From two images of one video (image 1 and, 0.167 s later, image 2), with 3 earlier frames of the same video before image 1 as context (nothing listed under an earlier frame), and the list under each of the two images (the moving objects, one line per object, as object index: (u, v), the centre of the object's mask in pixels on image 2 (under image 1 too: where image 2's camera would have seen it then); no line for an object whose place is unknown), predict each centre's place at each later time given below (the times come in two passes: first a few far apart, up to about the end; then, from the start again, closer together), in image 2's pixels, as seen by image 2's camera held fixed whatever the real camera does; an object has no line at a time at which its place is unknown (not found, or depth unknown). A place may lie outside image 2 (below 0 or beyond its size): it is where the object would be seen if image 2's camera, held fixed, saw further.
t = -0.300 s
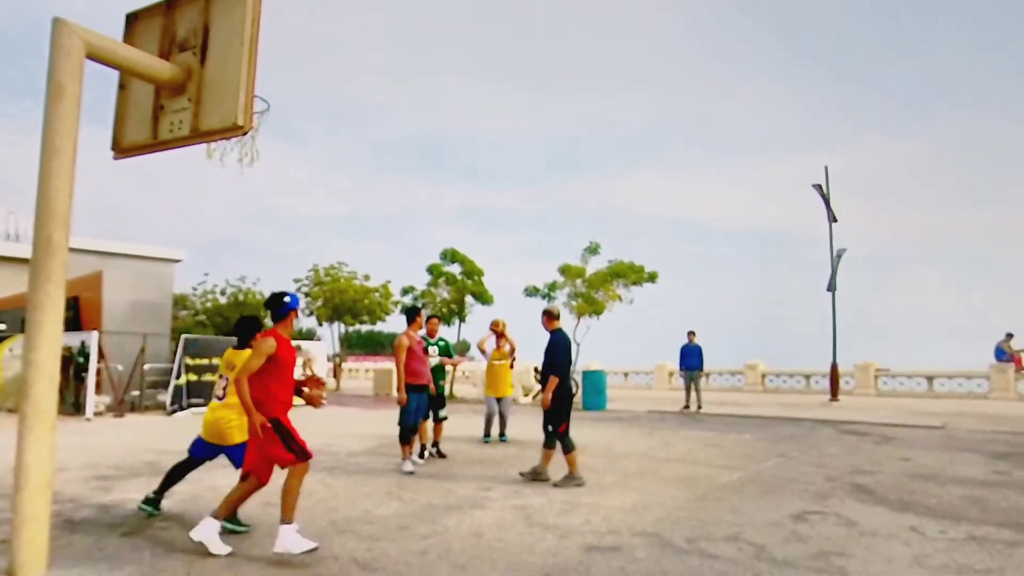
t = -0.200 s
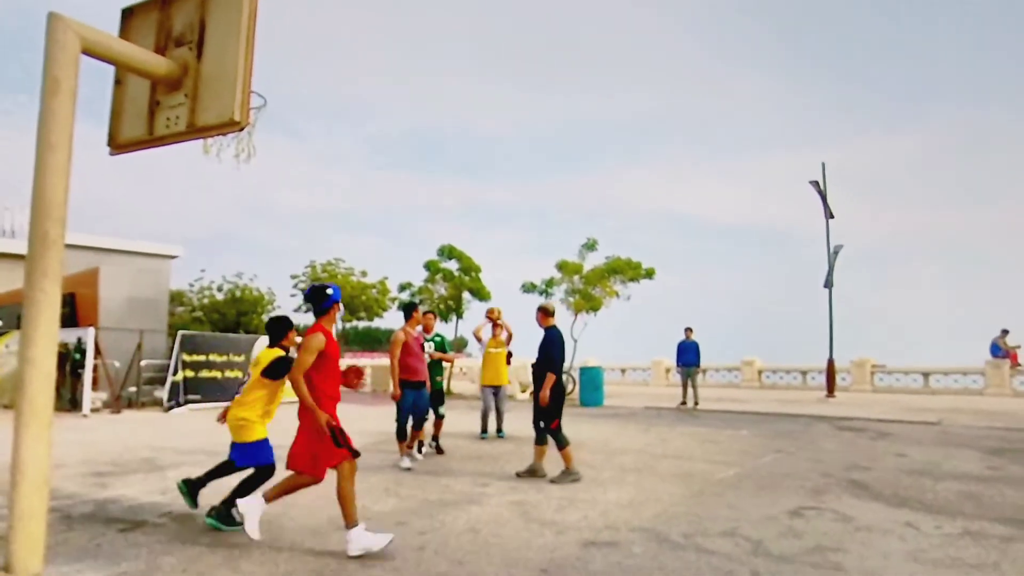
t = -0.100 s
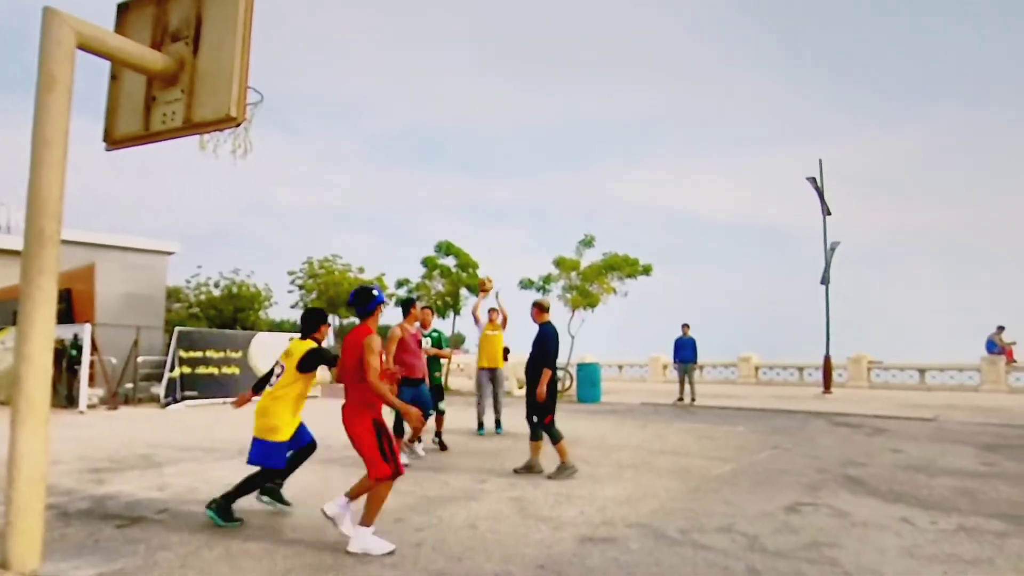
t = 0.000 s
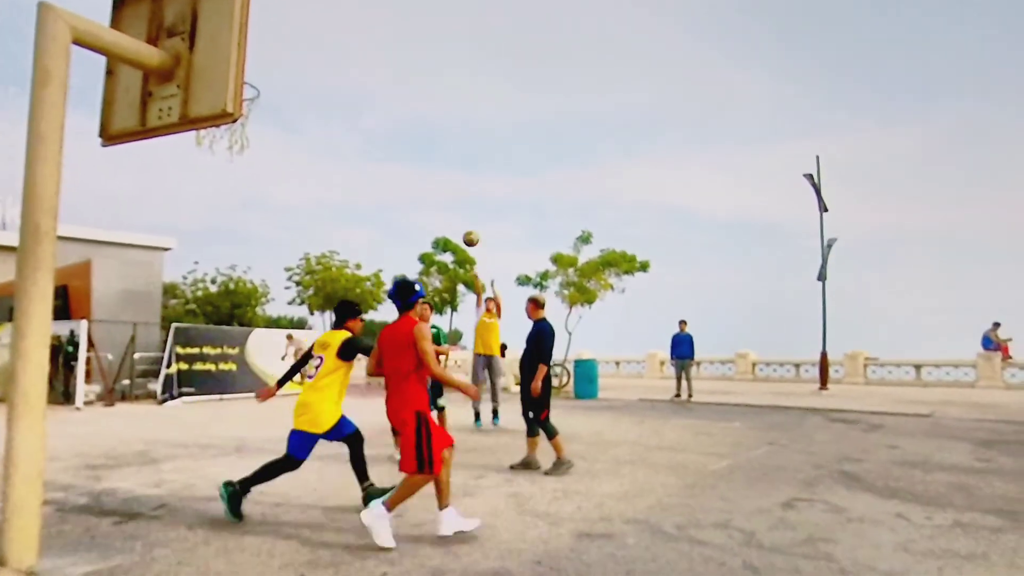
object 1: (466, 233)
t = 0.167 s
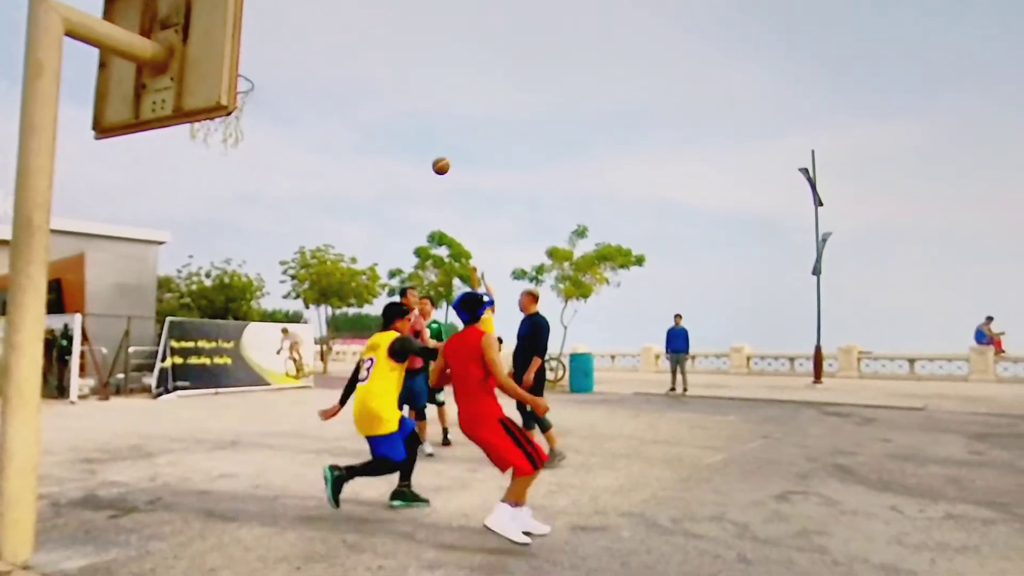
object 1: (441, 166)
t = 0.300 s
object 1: (417, 120)
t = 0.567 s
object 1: (358, 55)
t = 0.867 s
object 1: (256, 49)
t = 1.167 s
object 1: (171, 172)
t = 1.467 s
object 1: (118, 485)
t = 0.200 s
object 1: (435, 154)
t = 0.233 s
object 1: (429, 142)
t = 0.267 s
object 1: (423, 131)
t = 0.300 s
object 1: (417, 120)
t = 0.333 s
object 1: (411, 109)
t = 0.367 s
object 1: (404, 100)
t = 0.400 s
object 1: (398, 91)
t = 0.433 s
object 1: (391, 82)
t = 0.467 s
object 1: (383, 75)
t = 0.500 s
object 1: (375, 68)
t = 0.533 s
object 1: (367, 61)
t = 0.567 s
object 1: (358, 55)
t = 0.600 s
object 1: (349, 51)
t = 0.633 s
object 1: (339, 47)
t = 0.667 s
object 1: (329, 44)
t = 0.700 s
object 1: (319, 42)
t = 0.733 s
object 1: (308, 41)
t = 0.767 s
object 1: (296, 41)
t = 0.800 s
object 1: (283, 42)
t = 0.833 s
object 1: (270, 45)
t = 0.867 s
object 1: (256, 49)
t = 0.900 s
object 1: (245, 55)
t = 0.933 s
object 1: (238, 64)
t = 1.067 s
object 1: (188, 124)
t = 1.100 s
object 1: (181, 134)
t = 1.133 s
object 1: (176, 150)
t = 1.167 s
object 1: (171, 172)
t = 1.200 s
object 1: (167, 196)
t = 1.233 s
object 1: (162, 223)
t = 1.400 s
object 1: (134, 394)
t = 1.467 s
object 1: (118, 485)
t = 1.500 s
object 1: (111, 534)
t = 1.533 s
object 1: (119, 503)
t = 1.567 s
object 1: (127, 465)
